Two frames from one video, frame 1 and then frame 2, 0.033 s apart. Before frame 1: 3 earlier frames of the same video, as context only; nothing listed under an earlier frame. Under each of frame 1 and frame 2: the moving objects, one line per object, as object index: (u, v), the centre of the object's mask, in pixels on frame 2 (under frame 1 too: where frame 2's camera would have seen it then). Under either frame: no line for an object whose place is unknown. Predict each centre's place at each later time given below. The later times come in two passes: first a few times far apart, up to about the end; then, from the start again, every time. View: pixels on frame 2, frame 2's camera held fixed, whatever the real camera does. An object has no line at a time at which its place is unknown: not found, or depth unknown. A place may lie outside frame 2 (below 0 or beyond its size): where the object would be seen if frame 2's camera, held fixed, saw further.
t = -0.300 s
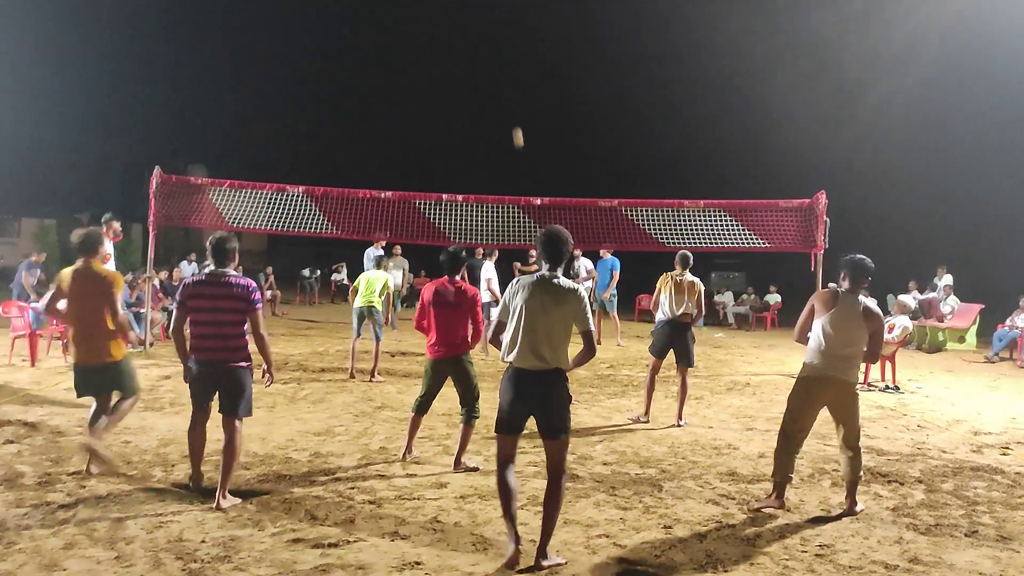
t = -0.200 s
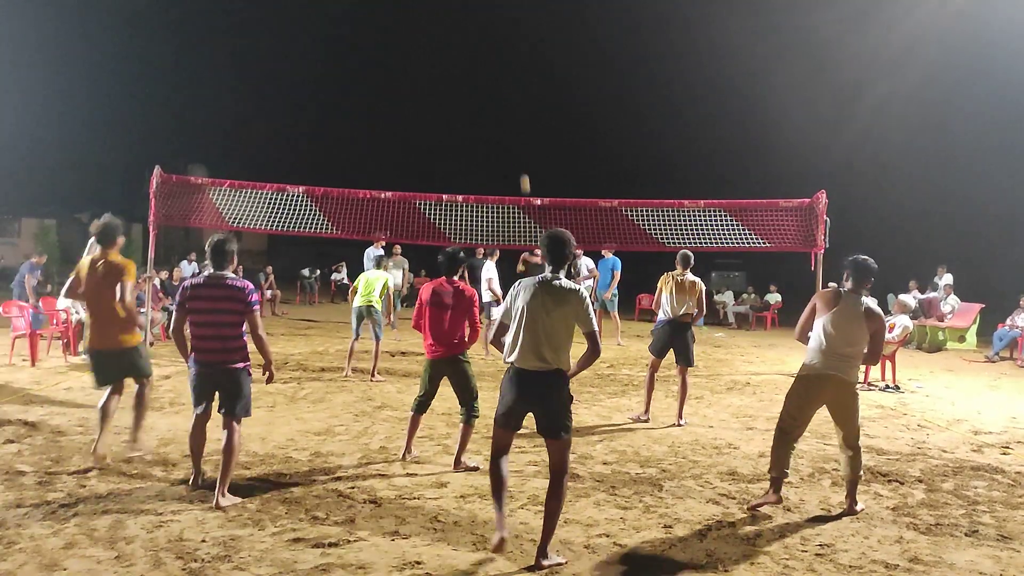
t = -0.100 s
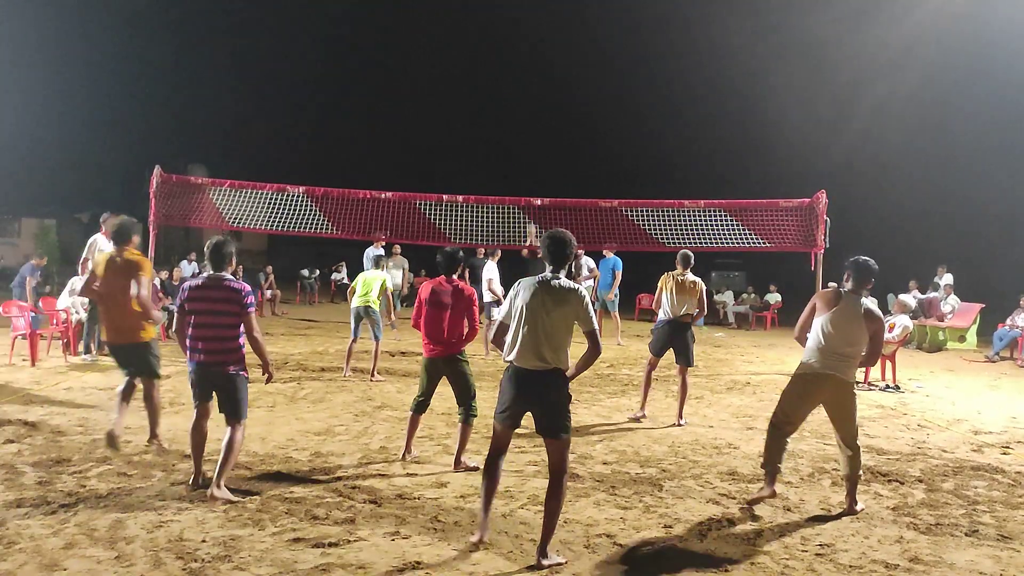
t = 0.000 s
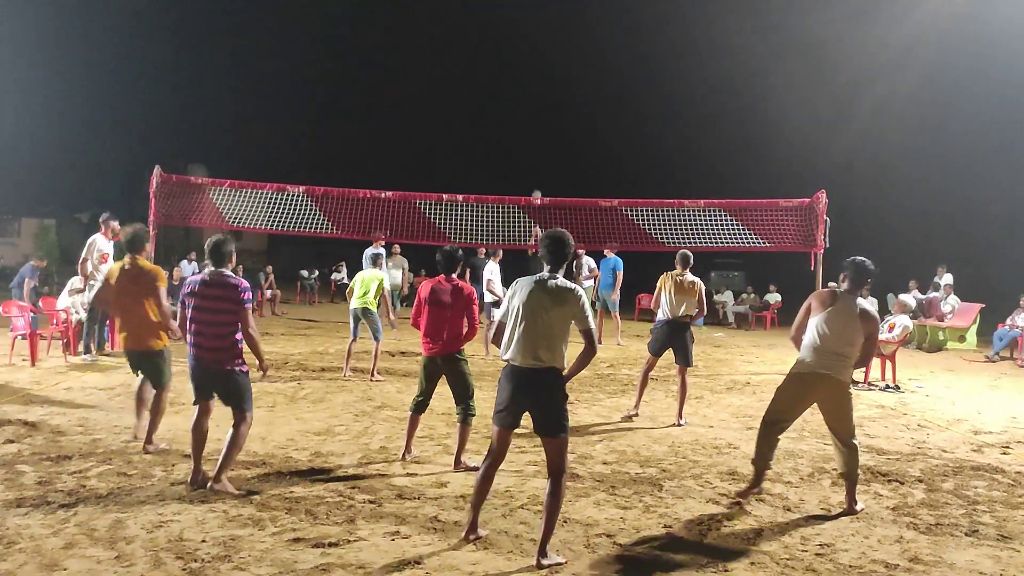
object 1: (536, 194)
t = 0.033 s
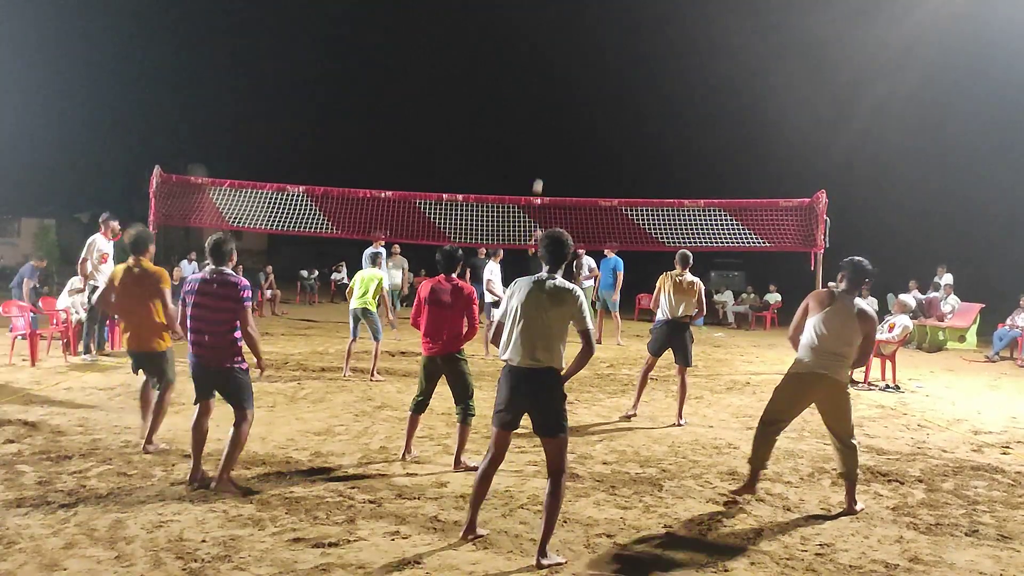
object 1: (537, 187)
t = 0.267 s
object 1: (550, 116)
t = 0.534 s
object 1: (567, 60)
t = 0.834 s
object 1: (592, 46)
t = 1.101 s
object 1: (620, 101)
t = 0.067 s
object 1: (539, 176)
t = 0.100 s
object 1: (541, 165)
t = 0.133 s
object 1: (543, 154)
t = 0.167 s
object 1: (545, 145)
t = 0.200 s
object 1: (546, 135)
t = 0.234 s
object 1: (548, 125)
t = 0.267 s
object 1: (550, 116)
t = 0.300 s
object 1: (552, 108)
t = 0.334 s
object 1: (554, 100)
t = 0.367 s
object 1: (556, 92)
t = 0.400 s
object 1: (558, 84)
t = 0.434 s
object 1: (560, 78)
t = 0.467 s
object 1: (563, 72)
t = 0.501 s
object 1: (565, 65)
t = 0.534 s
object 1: (567, 60)
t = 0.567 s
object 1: (570, 56)
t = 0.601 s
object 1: (572, 52)
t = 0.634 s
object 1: (574, 49)
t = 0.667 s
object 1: (577, 46)
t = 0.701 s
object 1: (580, 44)
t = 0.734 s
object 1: (583, 44)
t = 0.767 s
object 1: (586, 44)
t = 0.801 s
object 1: (589, 44)
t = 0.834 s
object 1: (592, 46)
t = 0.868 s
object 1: (595, 48)
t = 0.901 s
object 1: (598, 52)
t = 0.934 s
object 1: (601, 57)
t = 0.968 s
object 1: (605, 63)
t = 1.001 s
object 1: (609, 70)
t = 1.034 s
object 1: (612, 78)
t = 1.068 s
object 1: (616, 89)
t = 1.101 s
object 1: (620, 101)
